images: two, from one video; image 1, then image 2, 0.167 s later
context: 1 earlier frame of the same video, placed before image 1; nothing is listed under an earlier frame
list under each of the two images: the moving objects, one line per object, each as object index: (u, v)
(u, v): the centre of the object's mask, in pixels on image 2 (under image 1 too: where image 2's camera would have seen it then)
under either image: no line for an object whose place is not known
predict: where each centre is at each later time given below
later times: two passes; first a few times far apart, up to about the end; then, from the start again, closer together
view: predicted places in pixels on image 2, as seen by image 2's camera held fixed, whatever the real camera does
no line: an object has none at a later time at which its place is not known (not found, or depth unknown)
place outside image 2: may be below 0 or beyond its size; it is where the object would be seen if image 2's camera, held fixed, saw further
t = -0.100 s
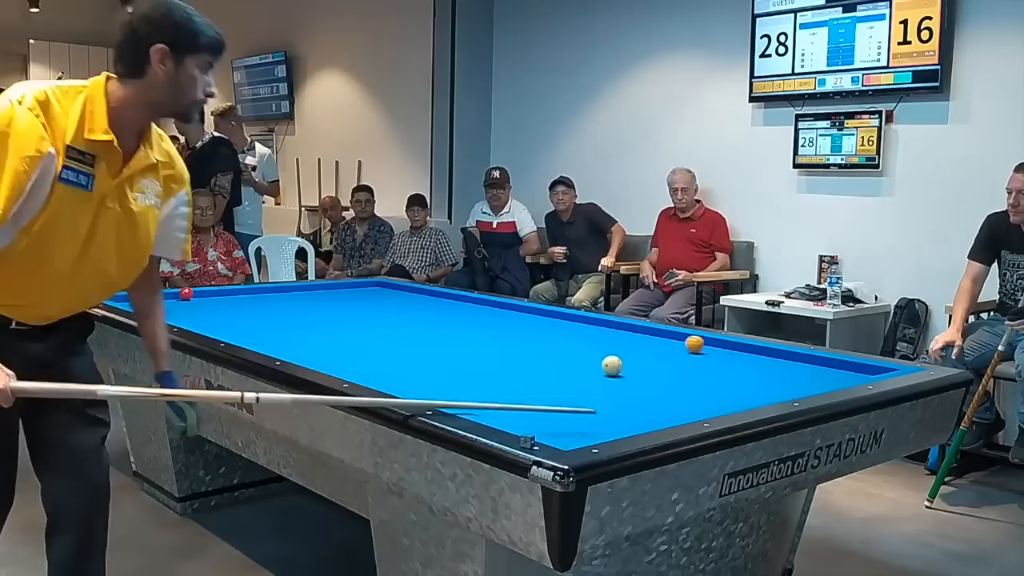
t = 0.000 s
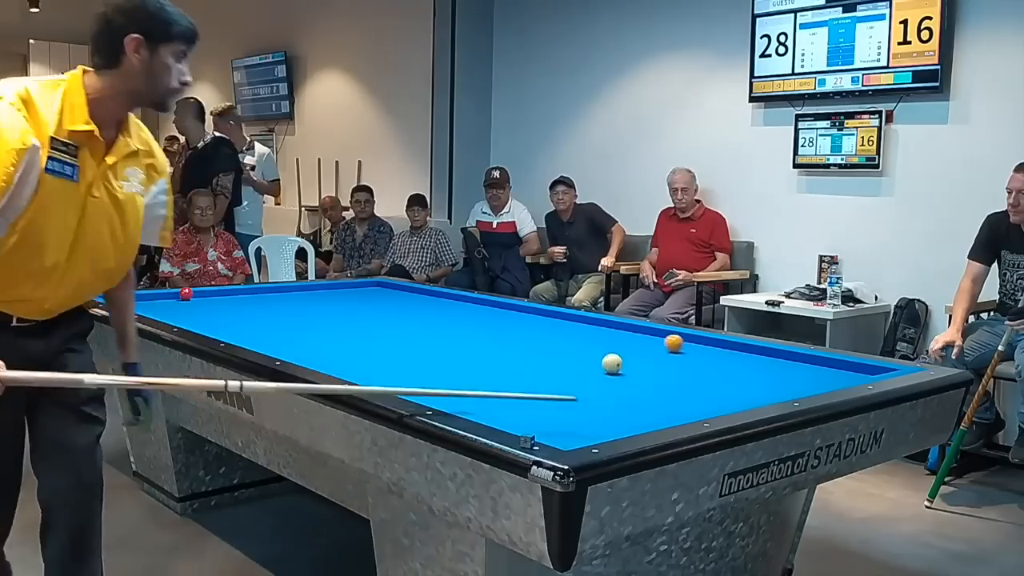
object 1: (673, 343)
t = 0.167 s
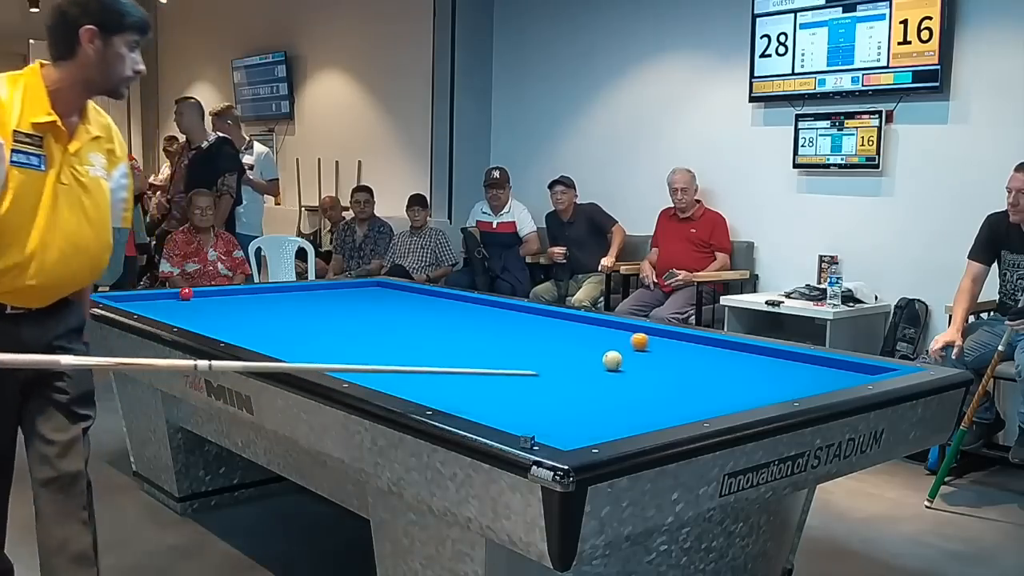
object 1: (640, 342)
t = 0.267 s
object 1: (619, 341)
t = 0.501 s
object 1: (573, 339)
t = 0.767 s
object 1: (522, 337)
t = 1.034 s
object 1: (474, 334)
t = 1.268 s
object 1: (432, 332)
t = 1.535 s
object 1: (385, 330)
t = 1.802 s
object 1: (340, 329)
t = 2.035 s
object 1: (301, 327)
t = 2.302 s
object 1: (258, 325)
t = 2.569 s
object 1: (217, 323)
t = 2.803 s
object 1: (182, 319)
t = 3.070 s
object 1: (188, 317)
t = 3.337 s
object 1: (192, 314)
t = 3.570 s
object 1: (196, 311)
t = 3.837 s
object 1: (201, 309)
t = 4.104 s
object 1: (204, 306)
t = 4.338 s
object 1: (208, 304)
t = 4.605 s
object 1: (211, 302)
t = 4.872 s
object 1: (214, 300)
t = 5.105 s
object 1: (216, 298)
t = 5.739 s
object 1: (224, 294)
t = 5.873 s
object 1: (225, 293)
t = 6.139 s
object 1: (227, 291)
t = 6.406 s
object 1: (230, 290)
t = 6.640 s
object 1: (235, 290)
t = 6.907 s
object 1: (240, 291)
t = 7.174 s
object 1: (245, 291)
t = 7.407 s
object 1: (248, 291)
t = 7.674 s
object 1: (252, 291)
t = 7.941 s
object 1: (255, 291)
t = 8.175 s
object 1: (257, 291)
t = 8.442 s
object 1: (259, 291)
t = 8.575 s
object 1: (259, 292)
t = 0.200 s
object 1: (633, 342)
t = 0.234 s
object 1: (626, 341)
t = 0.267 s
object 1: (619, 341)
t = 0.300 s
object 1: (613, 340)
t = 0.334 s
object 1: (606, 340)
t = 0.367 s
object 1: (599, 340)
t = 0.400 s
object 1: (593, 340)
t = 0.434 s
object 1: (586, 339)
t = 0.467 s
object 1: (580, 339)
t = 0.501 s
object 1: (573, 339)
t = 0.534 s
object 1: (567, 339)
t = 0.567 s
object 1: (561, 338)
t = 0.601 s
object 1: (554, 338)
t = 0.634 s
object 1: (548, 338)
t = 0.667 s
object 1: (541, 338)
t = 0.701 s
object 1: (535, 337)
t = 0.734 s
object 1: (529, 337)
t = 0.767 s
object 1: (522, 337)
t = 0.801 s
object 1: (516, 336)
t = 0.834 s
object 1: (510, 336)
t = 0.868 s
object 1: (504, 336)
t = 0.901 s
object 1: (498, 335)
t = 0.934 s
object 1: (492, 335)
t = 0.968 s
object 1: (486, 335)
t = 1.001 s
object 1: (480, 335)
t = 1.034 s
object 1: (474, 334)
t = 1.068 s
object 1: (468, 334)
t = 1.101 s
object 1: (462, 334)
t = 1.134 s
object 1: (456, 334)
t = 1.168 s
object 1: (450, 333)
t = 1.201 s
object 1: (444, 333)
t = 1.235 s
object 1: (438, 333)
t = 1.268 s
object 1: (432, 332)
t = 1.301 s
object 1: (426, 332)
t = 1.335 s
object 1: (420, 332)
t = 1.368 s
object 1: (414, 332)
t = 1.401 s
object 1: (408, 332)
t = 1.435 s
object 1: (403, 331)
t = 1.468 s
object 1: (397, 331)
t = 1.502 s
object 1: (391, 331)
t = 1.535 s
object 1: (385, 330)
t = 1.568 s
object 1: (380, 330)
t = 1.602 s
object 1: (374, 330)
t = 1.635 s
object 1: (368, 330)
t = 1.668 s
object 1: (363, 330)
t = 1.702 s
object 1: (357, 330)
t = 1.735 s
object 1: (351, 329)
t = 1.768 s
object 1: (346, 329)
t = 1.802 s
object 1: (340, 329)
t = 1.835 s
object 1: (334, 328)
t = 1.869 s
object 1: (329, 328)
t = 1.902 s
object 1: (323, 328)
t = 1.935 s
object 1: (318, 328)
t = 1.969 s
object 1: (312, 327)
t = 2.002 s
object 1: (307, 327)
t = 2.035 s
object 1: (301, 327)
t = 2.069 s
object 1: (296, 327)
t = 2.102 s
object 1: (290, 326)
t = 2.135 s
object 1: (285, 326)
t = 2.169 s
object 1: (279, 326)
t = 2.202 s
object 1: (274, 326)
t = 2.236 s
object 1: (269, 326)
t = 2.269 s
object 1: (263, 325)
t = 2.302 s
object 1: (258, 325)
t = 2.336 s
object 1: (253, 325)
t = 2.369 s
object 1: (248, 325)
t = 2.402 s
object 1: (242, 324)
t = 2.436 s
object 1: (237, 324)
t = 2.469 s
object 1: (232, 324)
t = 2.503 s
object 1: (227, 324)
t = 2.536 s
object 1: (222, 323)
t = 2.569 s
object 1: (217, 323)
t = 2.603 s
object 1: (212, 323)
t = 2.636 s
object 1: (207, 322)
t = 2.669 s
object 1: (202, 322)
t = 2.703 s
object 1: (197, 321)
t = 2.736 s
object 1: (192, 320)
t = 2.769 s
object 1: (187, 320)
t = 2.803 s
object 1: (182, 319)
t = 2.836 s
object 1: (182, 319)
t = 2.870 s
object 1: (183, 318)
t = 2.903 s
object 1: (185, 318)
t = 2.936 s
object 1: (185, 318)
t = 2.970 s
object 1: (186, 318)
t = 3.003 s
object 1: (186, 317)
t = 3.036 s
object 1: (187, 317)
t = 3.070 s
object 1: (188, 317)
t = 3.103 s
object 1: (188, 317)
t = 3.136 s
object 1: (189, 316)
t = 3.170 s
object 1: (189, 316)
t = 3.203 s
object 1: (190, 316)
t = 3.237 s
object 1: (190, 316)
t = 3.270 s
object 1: (191, 315)
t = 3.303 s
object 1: (192, 315)
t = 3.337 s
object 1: (192, 314)
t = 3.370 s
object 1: (193, 314)
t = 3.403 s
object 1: (193, 314)
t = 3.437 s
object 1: (194, 313)
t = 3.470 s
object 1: (194, 313)
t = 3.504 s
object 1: (195, 313)
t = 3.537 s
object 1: (195, 312)
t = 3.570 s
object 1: (196, 311)
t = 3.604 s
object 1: (197, 311)
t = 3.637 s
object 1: (197, 311)
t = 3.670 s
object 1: (198, 310)
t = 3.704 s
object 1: (198, 310)
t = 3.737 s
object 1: (199, 310)
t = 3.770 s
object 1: (199, 309)
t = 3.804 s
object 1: (200, 309)
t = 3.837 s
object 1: (201, 309)
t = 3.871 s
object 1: (201, 308)
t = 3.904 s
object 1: (201, 308)
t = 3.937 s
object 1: (202, 308)
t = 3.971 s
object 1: (202, 307)
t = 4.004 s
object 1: (203, 307)
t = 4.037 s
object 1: (203, 307)
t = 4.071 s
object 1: (204, 307)
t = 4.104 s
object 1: (204, 306)
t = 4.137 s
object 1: (205, 306)
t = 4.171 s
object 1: (205, 306)
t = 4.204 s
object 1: (205, 305)
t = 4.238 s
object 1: (206, 305)
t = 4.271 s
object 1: (206, 305)
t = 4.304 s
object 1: (207, 304)
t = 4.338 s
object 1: (208, 304)
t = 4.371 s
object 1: (208, 304)
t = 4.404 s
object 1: (208, 303)
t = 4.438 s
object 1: (209, 303)
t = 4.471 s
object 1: (209, 303)
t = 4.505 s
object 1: (210, 303)
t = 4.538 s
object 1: (210, 302)
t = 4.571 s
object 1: (210, 302)
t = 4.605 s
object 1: (211, 302)
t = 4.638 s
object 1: (211, 302)
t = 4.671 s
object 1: (211, 301)
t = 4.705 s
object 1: (212, 301)
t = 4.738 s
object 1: (212, 301)
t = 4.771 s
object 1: (212, 300)
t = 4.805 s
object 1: (213, 300)
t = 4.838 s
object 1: (213, 300)
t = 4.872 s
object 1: (214, 300)
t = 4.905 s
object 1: (214, 299)
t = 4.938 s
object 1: (215, 299)
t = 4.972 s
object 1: (217, 299)
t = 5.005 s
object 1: (220, 298)
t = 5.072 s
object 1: (211, 299)
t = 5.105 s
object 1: (216, 298)
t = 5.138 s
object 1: (218, 296)
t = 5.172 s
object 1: (220, 294)
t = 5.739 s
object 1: (224, 294)
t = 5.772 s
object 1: (224, 294)
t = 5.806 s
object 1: (224, 293)
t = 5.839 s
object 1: (224, 293)
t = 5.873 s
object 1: (225, 293)
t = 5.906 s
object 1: (225, 293)
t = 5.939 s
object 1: (226, 292)
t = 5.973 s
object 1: (226, 292)
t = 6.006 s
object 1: (226, 292)
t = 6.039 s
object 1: (226, 292)
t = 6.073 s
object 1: (227, 292)
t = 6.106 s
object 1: (227, 292)
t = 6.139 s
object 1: (227, 291)
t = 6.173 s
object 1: (228, 291)
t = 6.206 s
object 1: (228, 291)
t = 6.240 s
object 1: (228, 291)
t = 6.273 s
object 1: (228, 291)
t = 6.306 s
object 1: (229, 291)
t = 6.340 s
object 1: (229, 291)
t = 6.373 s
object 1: (229, 290)
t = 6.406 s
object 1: (230, 290)
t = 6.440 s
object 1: (230, 290)
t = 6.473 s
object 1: (231, 290)
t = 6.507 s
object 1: (232, 290)
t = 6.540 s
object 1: (233, 290)
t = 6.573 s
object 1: (234, 290)
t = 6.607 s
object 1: (234, 290)
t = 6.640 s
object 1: (235, 290)
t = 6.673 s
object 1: (236, 290)
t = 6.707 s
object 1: (236, 290)
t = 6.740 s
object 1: (237, 290)
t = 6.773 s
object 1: (237, 290)
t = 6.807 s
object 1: (238, 291)
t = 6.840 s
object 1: (239, 290)
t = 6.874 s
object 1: (240, 291)
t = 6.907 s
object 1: (240, 291)
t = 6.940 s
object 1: (241, 291)
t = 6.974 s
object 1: (242, 291)
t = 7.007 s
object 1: (242, 291)
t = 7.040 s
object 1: (243, 291)
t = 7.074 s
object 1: (244, 291)
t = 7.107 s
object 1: (244, 291)
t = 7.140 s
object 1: (245, 291)
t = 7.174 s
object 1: (245, 291)
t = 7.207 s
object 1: (246, 291)
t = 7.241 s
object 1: (246, 291)
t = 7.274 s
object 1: (246, 291)
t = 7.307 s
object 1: (247, 291)
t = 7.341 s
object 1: (247, 291)
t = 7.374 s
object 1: (248, 291)
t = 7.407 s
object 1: (248, 291)
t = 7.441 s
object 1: (249, 291)
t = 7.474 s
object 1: (249, 291)
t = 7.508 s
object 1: (250, 291)
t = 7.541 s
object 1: (250, 291)
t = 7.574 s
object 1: (250, 291)
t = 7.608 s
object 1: (251, 291)
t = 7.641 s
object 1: (252, 291)
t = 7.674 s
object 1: (252, 291)
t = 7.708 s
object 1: (253, 291)
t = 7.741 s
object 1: (253, 291)
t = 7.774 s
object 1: (253, 291)
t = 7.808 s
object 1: (253, 291)
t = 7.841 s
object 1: (254, 291)
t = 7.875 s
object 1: (254, 291)
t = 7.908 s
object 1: (255, 291)
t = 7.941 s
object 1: (255, 291)
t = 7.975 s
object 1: (255, 291)
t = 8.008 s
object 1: (255, 291)
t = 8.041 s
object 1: (256, 291)
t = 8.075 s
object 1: (256, 291)
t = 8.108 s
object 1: (256, 291)
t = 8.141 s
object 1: (257, 291)
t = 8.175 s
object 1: (257, 291)
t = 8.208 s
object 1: (257, 291)
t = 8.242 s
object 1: (258, 291)
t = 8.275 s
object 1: (258, 291)
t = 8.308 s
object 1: (258, 291)
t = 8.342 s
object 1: (258, 291)
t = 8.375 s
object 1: (258, 291)
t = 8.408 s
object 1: (259, 291)
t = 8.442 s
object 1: (259, 291)
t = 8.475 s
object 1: (259, 291)
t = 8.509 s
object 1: (259, 291)
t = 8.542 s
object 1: (259, 292)
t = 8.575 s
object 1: (259, 292)
